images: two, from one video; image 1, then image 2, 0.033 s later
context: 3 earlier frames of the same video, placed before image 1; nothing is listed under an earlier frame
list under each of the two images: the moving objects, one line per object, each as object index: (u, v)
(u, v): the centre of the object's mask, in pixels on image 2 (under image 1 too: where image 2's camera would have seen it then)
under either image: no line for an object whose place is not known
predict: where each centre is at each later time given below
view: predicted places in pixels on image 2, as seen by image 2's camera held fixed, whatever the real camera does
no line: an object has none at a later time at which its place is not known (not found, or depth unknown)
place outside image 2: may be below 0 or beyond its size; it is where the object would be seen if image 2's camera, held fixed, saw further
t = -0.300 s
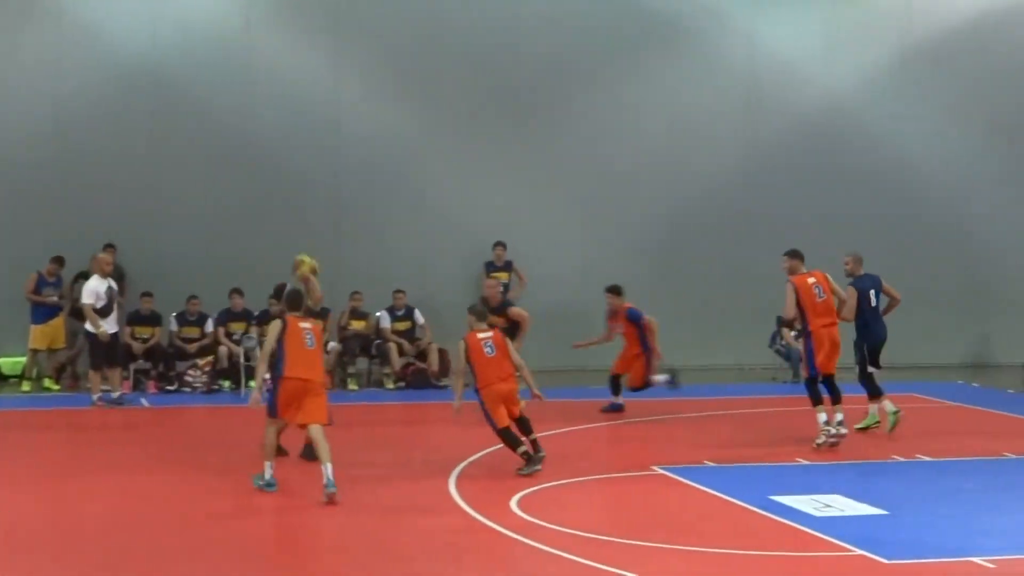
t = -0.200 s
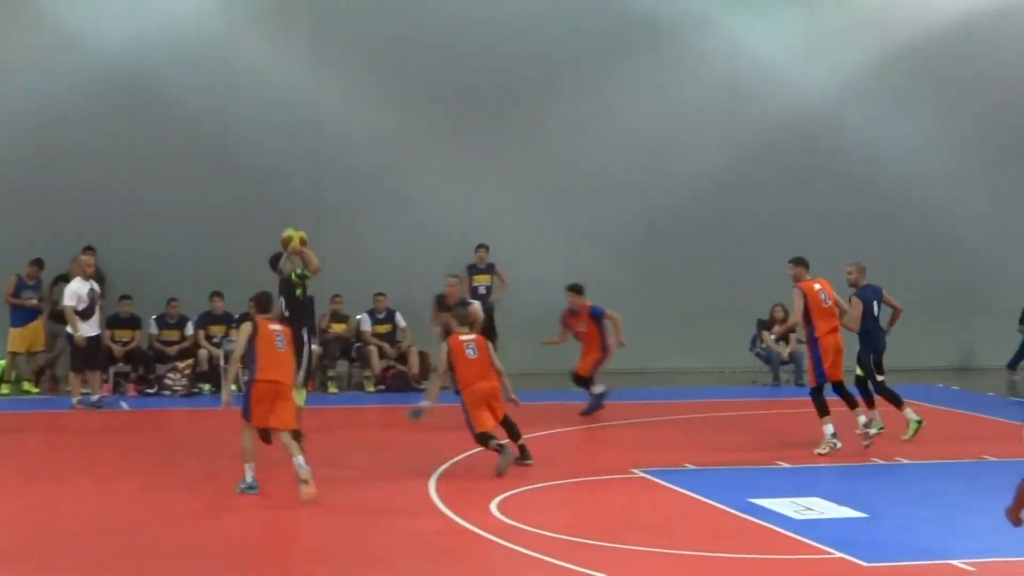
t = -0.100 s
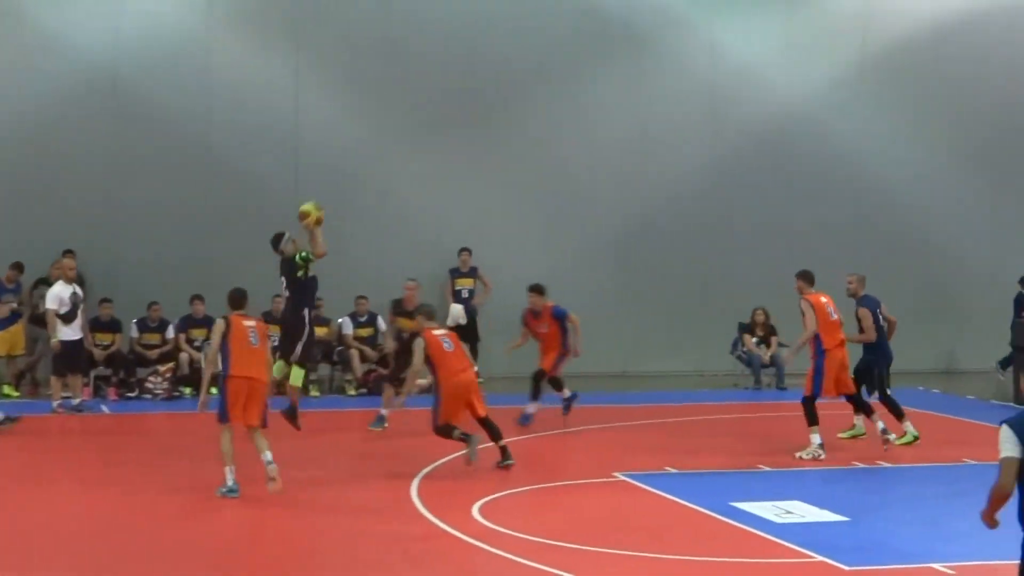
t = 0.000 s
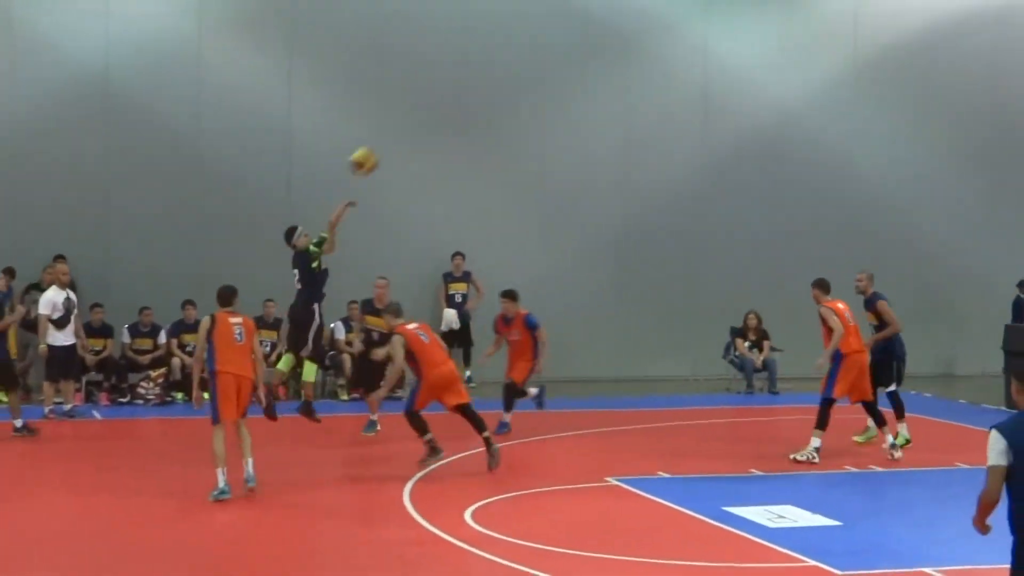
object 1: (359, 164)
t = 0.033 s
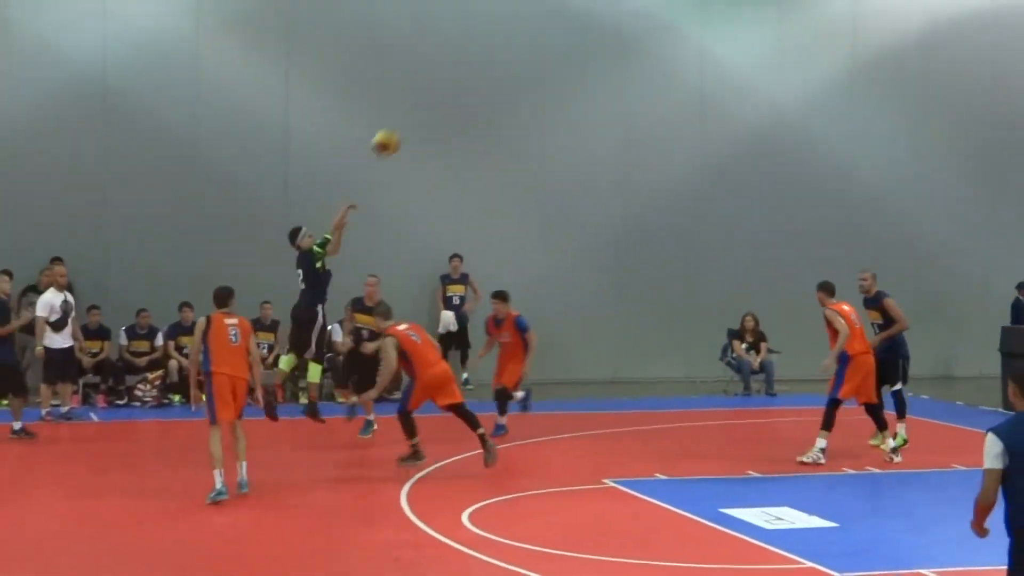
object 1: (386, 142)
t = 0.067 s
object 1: (413, 122)
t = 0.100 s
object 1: (438, 103)
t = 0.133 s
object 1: (464, 87)
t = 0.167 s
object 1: (489, 70)
